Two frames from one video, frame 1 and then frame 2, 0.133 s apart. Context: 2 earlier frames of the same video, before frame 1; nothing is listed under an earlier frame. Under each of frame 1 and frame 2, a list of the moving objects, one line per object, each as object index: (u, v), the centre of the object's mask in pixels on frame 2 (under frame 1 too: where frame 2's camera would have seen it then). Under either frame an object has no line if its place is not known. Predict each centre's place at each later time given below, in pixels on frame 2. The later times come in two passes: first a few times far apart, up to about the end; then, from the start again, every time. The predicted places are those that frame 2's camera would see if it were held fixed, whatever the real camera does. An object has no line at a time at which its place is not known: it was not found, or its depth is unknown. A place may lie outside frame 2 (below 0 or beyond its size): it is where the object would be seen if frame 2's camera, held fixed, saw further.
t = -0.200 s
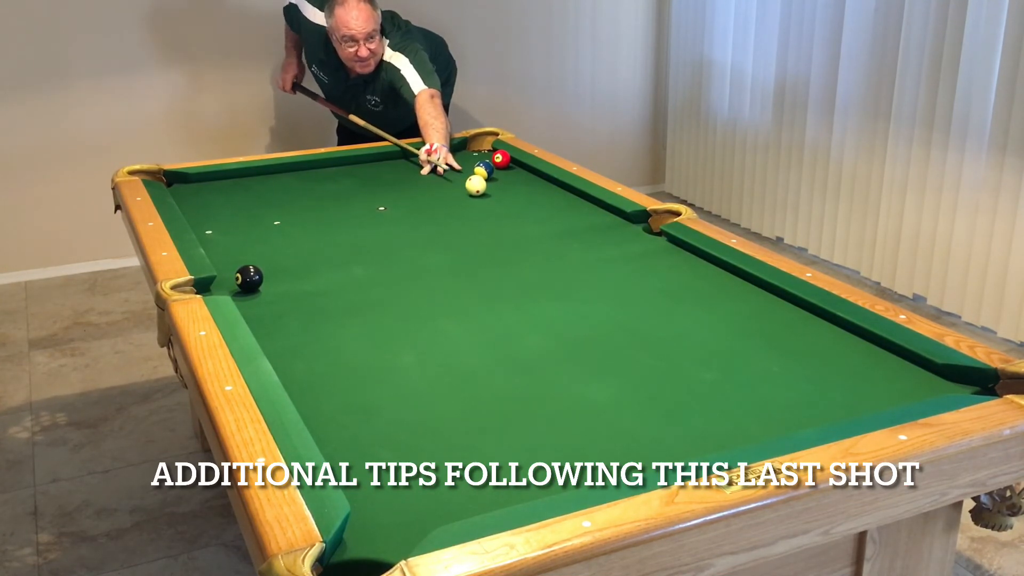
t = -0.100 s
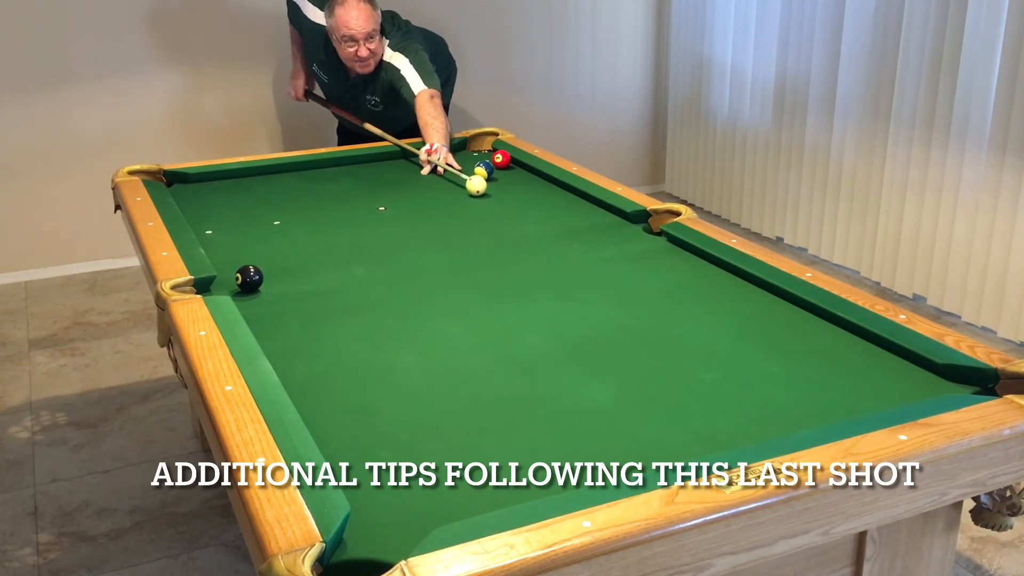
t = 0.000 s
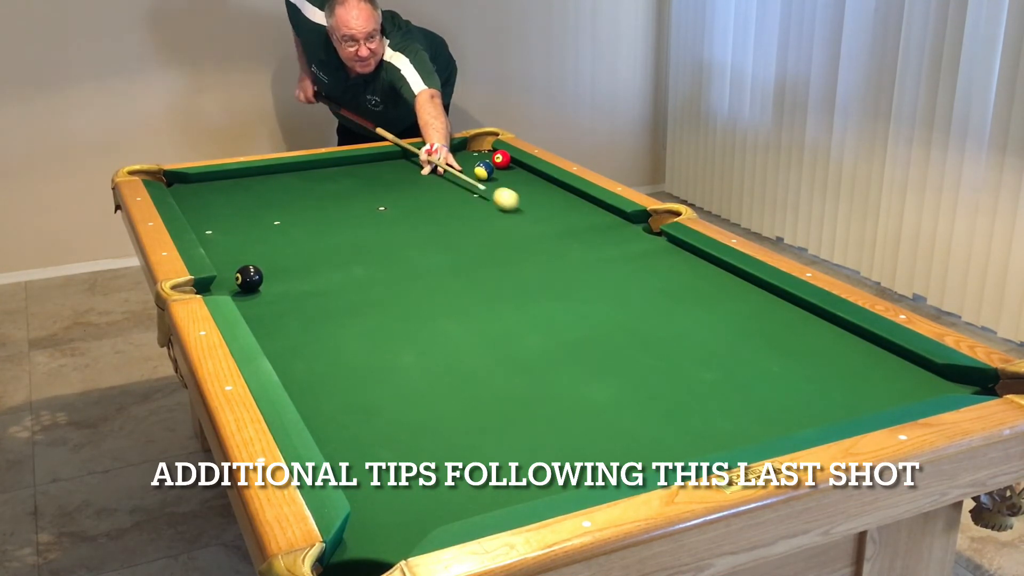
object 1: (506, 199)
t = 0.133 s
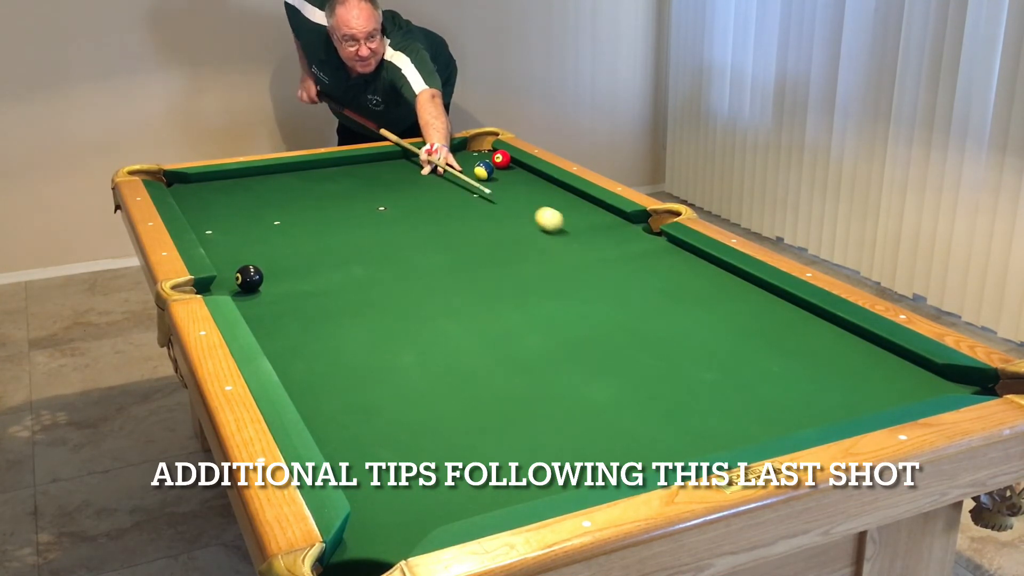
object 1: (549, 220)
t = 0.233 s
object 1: (585, 237)
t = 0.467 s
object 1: (686, 284)
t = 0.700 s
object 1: (821, 348)
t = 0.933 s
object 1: (869, 365)
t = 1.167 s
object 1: (791, 321)
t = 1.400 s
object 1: (732, 287)
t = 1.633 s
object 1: (683, 258)
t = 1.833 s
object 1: (648, 237)
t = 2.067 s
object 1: (612, 217)
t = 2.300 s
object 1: (582, 199)
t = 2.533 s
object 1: (554, 184)
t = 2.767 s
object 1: (526, 172)
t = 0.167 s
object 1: (561, 225)
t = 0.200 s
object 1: (572, 231)
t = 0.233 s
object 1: (585, 237)
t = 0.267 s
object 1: (598, 243)
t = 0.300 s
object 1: (611, 249)
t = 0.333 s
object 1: (625, 256)
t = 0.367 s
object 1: (639, 262)
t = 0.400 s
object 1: (654, 270)
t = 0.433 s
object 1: (670, 277)
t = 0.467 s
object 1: (686, 284)
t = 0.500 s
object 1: (703, 292)
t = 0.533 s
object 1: (720, 301)
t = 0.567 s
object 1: (739, 310)
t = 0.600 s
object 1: (758, 318)
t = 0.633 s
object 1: (778, 328)
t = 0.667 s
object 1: (799, 338)
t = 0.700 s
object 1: (821, 348)
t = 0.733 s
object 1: (844, 359)
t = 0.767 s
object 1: (869, 370)
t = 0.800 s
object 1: (894, 382)
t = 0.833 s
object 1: (915, 387)
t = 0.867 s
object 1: (903, 384)
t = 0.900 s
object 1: (885, 374)
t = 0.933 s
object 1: (869, 365)
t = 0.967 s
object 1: (855, 357)
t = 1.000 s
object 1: (842, 350)
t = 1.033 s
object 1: (831, 344)
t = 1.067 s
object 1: (821, 338)
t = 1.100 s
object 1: (811, 332)
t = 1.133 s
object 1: (801, 326)
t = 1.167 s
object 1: (791, 321)
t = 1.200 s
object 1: (782, 315)
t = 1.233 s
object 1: (773, 311)
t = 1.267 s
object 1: (764, 305)
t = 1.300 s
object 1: (756, 300)
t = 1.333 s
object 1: (748, 296)
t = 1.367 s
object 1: (740, 291)
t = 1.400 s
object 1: (732, 287)
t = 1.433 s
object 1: (724, 282)
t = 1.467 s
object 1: (717, 278)
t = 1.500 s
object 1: (710, 274)
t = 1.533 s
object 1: (703, 270)
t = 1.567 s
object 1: (696, 266)
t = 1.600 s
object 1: (689, 262)
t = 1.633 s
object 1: (683, 258)
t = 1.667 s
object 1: (677, 254)
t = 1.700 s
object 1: (671, 251)
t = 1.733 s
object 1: (665, 247)
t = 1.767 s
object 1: (659, 244)
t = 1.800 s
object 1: (653, 240)
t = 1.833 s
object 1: (648, 237)
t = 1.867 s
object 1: (643, 234)
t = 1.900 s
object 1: (637, 231)
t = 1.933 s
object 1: (632, 228)
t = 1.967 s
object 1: (627, 225)
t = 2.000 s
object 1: (622, 222)
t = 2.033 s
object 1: (617, 219)
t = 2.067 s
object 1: (612, 217)
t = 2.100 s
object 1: (608, 214)
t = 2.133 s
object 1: (603, 211)
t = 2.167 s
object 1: (599, 209)
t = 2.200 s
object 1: (595, 206)
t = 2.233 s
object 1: (590, 204)
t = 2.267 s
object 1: (586, 201)
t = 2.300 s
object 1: (582, 199)
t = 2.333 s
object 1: (578, 197)
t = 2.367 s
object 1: (574, 194)
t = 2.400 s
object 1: (570, 192)
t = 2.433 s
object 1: (566, 190)
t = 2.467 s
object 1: (562, 188)
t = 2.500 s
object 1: (558, 186)
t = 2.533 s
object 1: (554, 184)
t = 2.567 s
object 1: (550, 182)
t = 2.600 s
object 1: (545, 180)
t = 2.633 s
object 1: (542, 179)
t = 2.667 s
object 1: (537, 177)
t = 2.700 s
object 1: (534, 175)
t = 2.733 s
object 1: (530, 174)
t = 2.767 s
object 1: (526, 172)
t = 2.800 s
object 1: (522, 170)
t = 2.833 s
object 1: (519, 168)
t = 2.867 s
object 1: (515, 167)
